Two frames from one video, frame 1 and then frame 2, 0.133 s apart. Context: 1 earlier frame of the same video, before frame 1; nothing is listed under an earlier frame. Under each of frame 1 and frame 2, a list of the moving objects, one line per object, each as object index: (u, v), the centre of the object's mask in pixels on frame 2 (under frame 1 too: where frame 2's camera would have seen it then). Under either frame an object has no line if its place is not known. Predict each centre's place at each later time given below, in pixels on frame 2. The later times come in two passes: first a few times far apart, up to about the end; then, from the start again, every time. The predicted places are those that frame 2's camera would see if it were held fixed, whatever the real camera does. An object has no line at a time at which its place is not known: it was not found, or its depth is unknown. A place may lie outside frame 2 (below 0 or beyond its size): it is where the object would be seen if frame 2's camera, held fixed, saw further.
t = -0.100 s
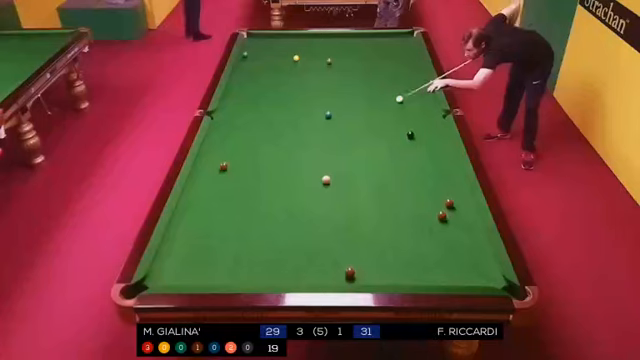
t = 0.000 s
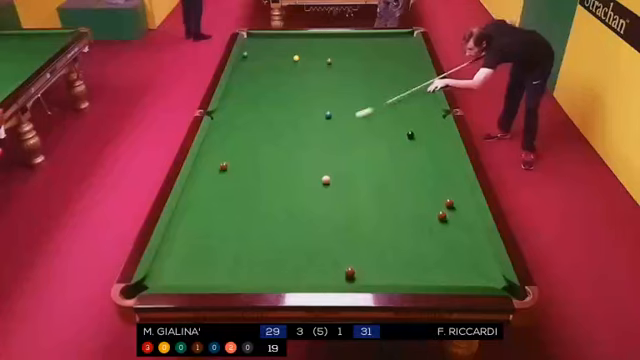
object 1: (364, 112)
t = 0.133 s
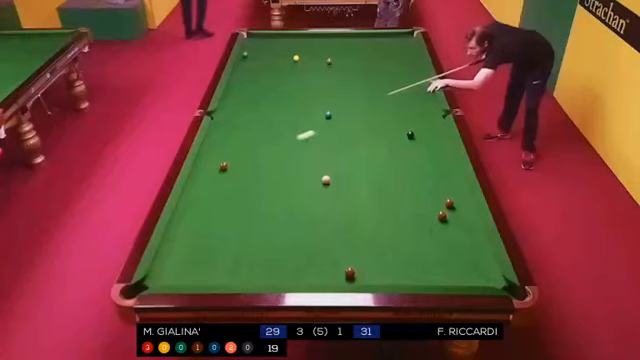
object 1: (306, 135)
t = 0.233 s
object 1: (259, 153)
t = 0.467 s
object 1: (228, 185)
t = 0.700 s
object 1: (210, 215)
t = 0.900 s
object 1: (191, 244)
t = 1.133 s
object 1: (168, 280)
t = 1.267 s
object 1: (171, 262)
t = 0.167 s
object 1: (291, 141)
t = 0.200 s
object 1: (275, 147)
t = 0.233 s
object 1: (259, 153)
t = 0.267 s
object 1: (243, 160)
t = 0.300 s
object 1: (232, 166)
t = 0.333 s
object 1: (231, 169)
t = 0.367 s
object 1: (231, 173)
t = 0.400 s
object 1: (230, 177)
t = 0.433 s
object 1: (229, 181)
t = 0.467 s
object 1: (228, 185)
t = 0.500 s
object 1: (225, 189)
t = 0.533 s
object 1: (223, 193)
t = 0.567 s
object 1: (220, 197)
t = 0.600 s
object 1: (218, 202)
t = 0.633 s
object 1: (215, 206)
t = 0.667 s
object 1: (212, 210)
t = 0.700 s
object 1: (210, 215)
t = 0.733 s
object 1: (207, 219)
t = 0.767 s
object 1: (204, 224)
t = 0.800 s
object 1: (201, 229)
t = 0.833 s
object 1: (198, 234)
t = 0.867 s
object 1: (195, 239)
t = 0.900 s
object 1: (191, 244)
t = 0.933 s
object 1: (188, 250)
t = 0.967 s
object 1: (185, 255)
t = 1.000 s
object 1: (182, 260)
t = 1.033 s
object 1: (178, 266)
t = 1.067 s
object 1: (175, 272)
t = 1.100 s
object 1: (171, 277)
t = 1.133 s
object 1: (168, 280)
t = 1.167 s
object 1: (169, 276)
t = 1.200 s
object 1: (170, 271)
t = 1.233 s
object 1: (170, 267)
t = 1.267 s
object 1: (171, 262)
